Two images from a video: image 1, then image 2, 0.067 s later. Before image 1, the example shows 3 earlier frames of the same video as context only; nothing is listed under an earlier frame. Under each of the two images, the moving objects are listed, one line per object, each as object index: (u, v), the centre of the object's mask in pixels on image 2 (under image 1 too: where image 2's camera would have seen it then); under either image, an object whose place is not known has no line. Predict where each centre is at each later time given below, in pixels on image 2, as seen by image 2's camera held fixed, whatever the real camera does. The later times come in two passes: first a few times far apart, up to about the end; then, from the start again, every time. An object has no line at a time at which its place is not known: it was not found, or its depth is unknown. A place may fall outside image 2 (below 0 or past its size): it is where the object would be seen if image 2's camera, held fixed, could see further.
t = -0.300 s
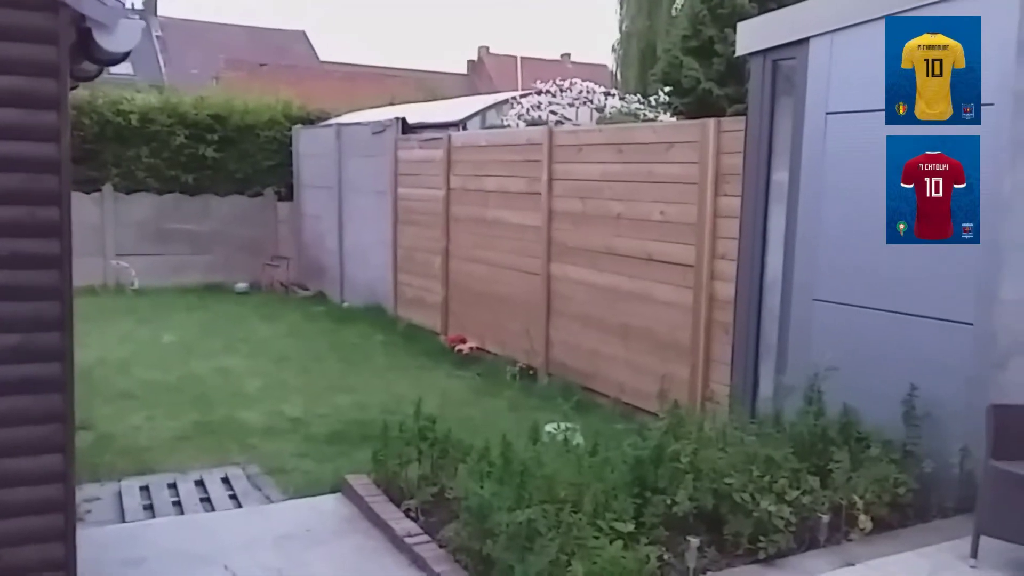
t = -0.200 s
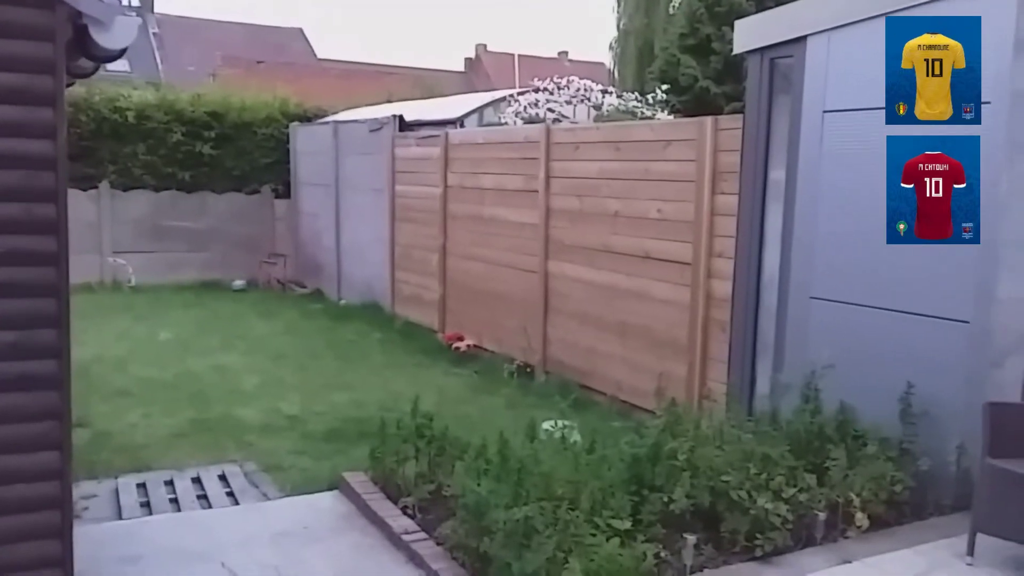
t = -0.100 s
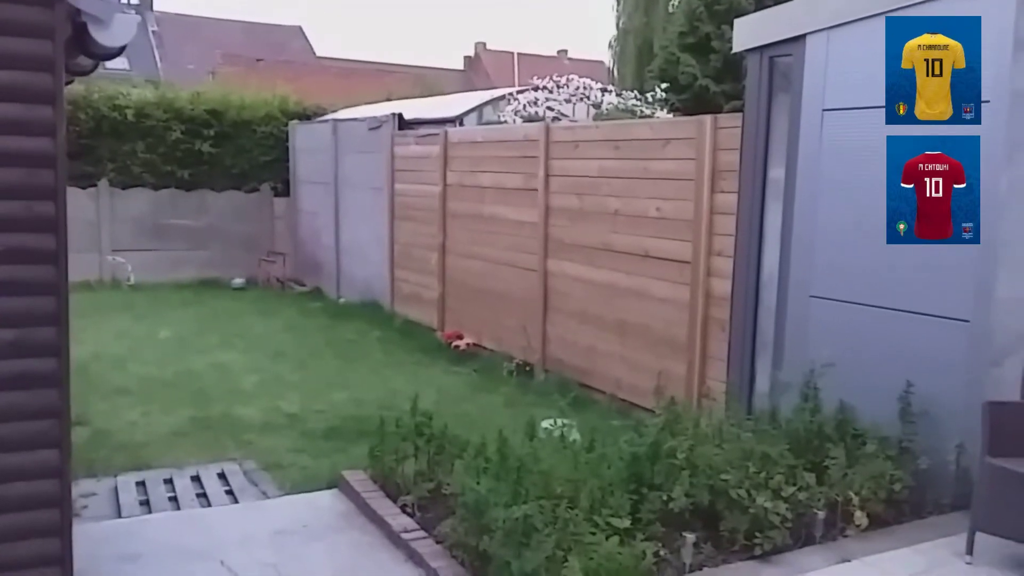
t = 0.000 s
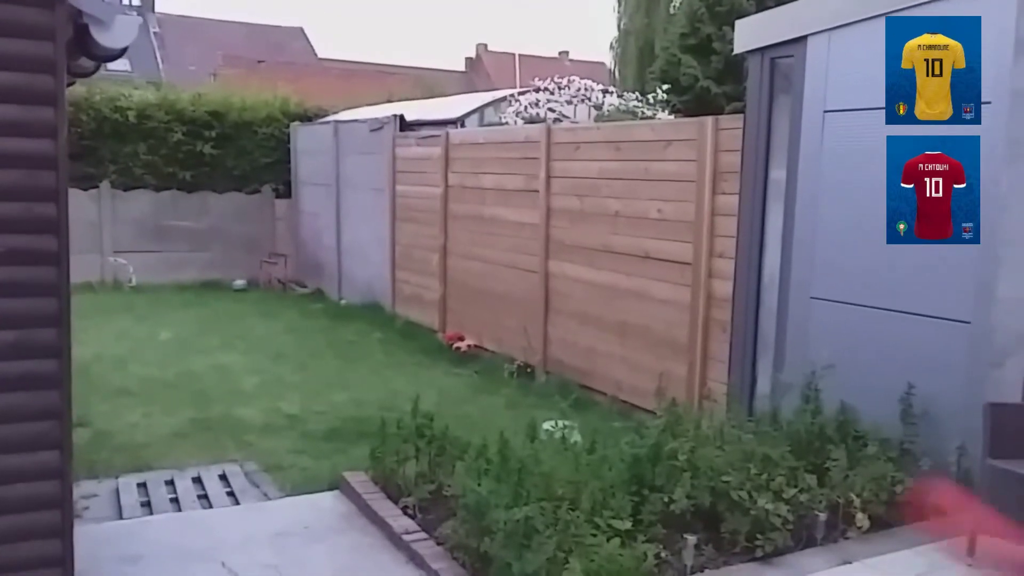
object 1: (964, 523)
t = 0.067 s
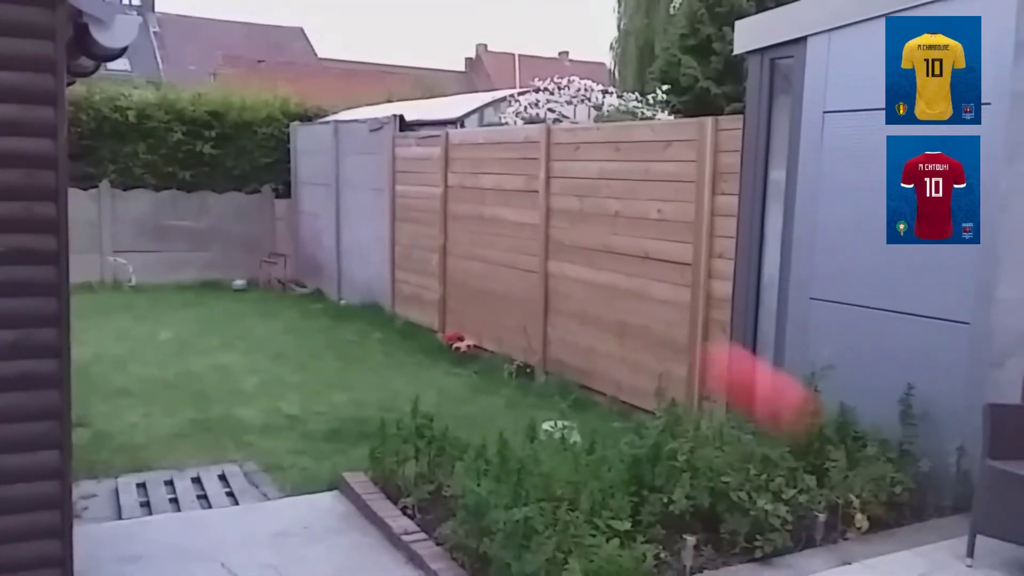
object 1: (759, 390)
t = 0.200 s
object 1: (490, 227)
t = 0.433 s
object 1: (278, 157)
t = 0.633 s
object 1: (198, 176)
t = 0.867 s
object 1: (146, 233)
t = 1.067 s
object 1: (145, 286)
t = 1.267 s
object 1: (154, 262)
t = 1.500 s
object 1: (168, 272)
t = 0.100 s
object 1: (671, 331)
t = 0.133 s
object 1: (601, 290)
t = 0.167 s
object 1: (541, 255)
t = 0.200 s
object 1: (490, 227)
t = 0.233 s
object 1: (448, 208)
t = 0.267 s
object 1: (413, 192)
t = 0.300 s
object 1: (376, 179)
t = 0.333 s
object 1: (348, 170)
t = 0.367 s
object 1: (322, 163)
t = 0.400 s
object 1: (299, 159)
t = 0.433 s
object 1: (278, 157)
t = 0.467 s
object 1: (263, 157)
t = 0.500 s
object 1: (247, 159)
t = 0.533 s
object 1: (234, 161)
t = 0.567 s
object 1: (222, 165)
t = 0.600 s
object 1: (209, 170)
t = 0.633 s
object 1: (198, 176)
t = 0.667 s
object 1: (188, 181)
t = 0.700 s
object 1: (180, 189)
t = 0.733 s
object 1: (171, 196)
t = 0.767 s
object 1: (165, 205)
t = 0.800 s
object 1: (158, 214)
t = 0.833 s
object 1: (151, 224)
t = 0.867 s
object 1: (146, 233)
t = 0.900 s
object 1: (140, 244)
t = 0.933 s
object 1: (135, 256)
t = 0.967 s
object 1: (137, 263)
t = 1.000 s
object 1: (140, 273)
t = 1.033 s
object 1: (141, 282)
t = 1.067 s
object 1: (145, 286)
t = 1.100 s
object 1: (145, 281)
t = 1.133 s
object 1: (146, 275)
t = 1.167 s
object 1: (148, 270)
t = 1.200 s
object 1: (151, 267)
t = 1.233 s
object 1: (153, 264)
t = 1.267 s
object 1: (154, 262)
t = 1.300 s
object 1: (155, 260)
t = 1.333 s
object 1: (158, 260)
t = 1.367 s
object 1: (160, 261)
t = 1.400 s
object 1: (161, 262)
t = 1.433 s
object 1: (164, 264)
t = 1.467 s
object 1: (165, 268)
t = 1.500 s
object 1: (168, 272)
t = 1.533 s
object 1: (169, 276)
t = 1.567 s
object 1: (168, 282)
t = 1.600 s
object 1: (171, 291)
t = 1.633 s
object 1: (174, 302)
